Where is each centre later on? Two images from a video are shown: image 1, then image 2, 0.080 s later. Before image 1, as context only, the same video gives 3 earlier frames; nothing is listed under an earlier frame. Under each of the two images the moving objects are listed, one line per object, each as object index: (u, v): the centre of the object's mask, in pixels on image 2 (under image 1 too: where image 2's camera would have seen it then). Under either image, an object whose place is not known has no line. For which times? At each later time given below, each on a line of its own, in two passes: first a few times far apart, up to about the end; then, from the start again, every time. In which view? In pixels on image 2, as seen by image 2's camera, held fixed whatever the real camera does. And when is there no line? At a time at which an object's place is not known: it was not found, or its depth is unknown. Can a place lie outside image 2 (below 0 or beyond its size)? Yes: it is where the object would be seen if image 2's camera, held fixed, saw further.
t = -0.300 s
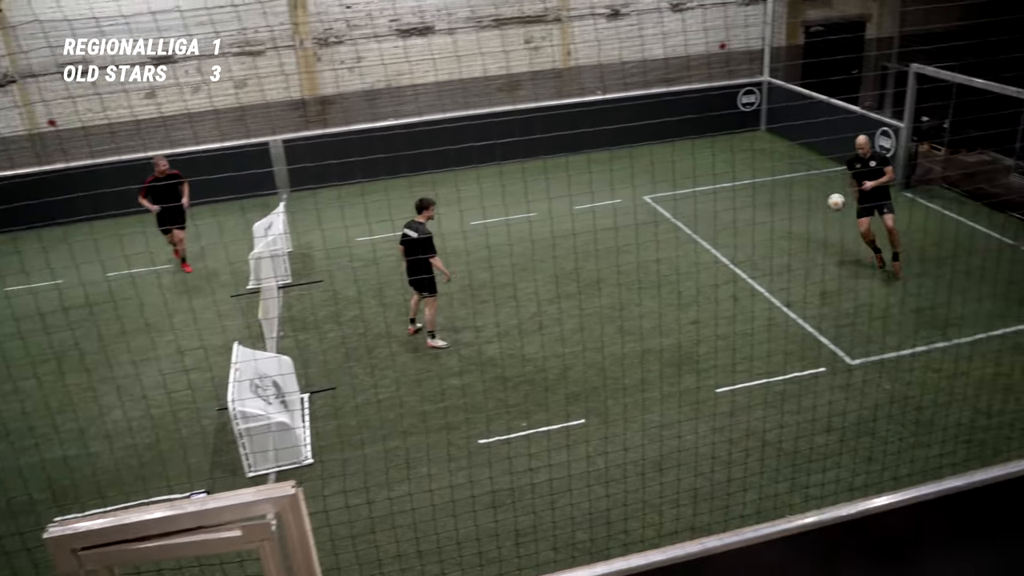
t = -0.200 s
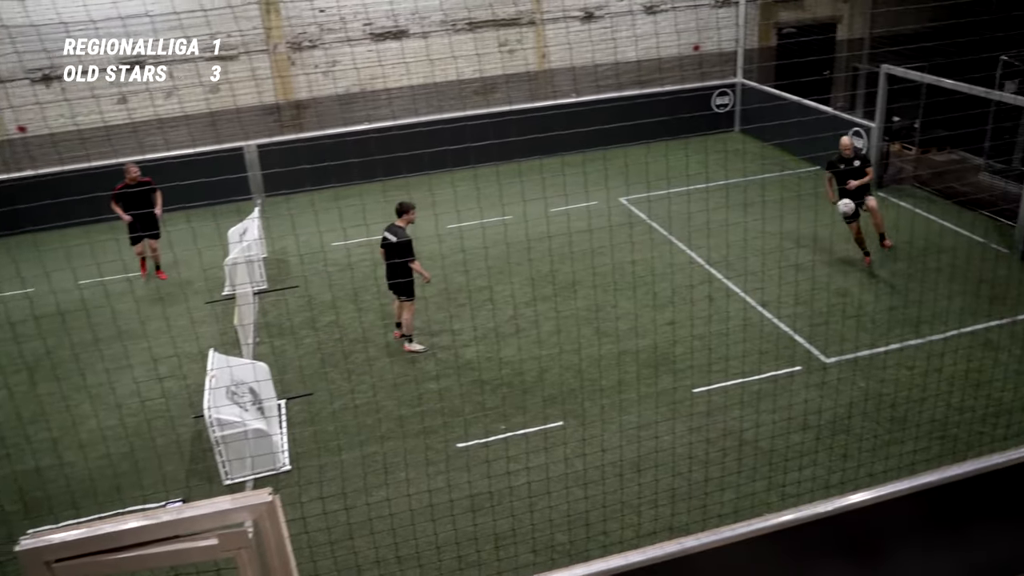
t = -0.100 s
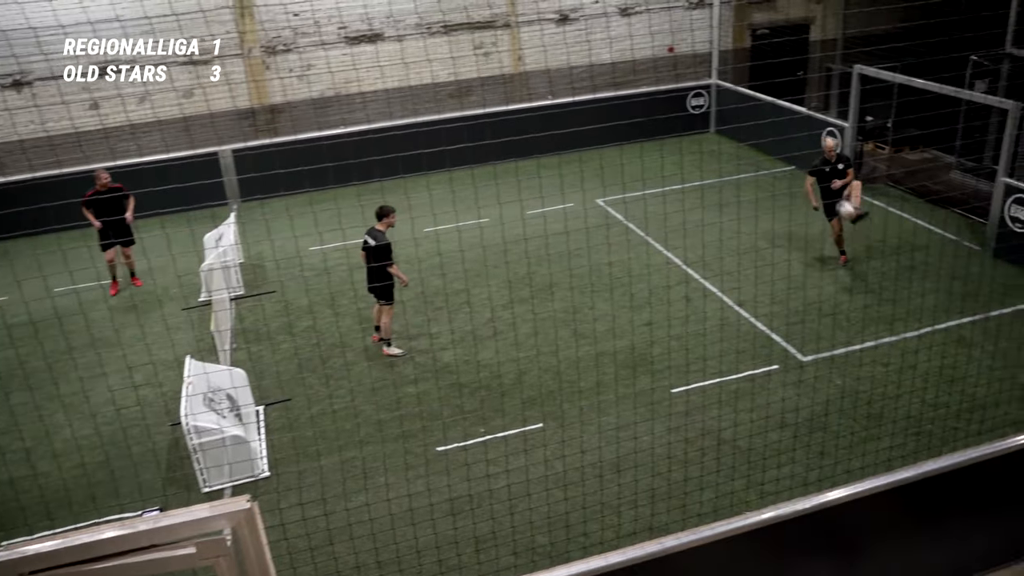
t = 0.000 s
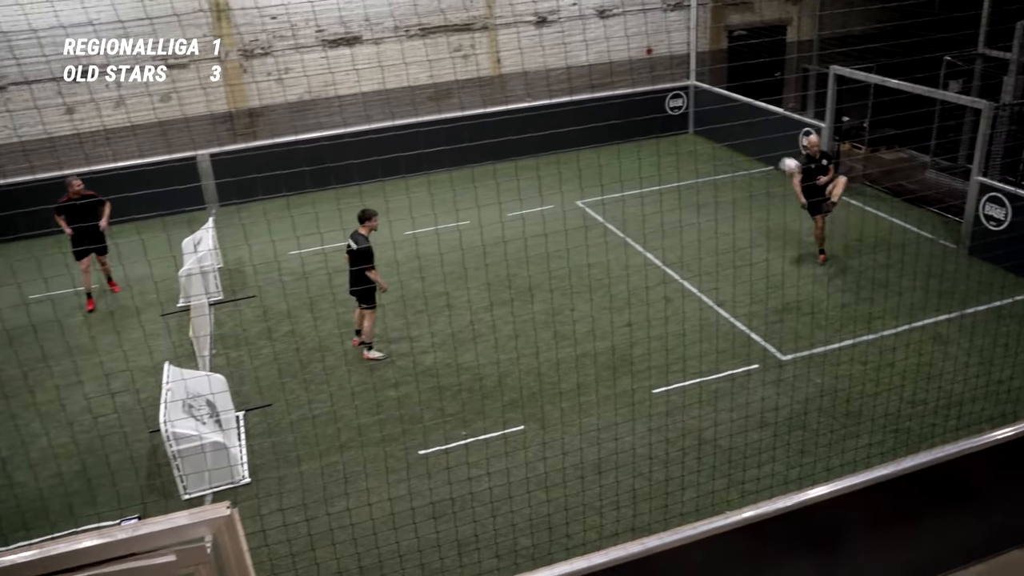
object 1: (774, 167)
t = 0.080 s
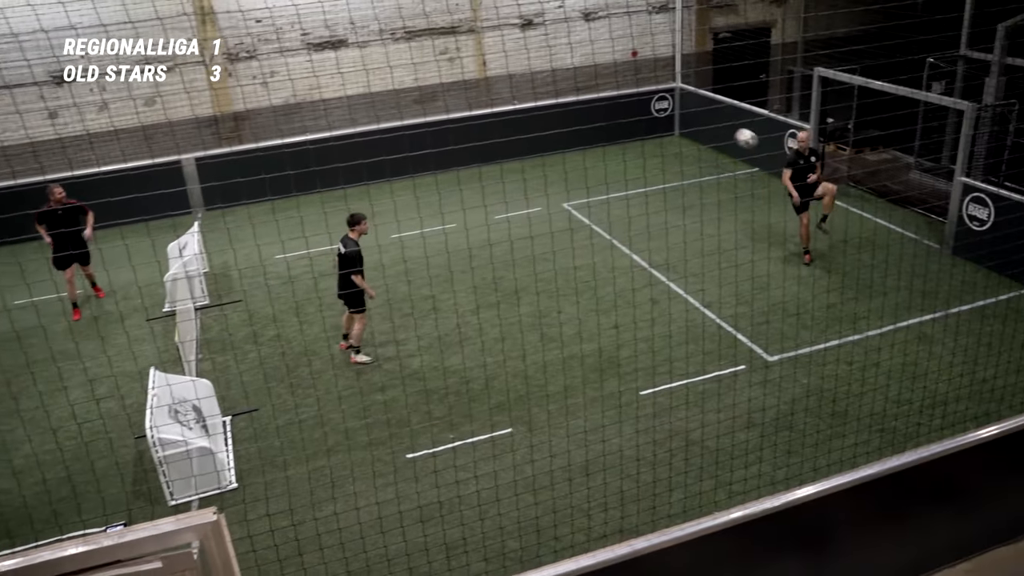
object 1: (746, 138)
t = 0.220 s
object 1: (690, 95)
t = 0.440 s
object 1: (589, 58)
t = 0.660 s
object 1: (484, 66)
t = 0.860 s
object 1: (388, 113)
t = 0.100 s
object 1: (738, 131)
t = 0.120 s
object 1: (730, 125)
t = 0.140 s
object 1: (722, 118)
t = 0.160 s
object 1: (714, 112)
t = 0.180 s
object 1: (706, 106)
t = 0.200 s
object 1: (697, 100)
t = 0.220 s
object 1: (690, 95)
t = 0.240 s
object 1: (680, 90)
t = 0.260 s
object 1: (672, 85)
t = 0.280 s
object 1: (663, 80)
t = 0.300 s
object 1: (654, 77)
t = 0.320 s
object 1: (646, 73)
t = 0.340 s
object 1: (636, 69)
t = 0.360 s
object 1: (627, 66)
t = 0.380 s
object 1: (618, 64)
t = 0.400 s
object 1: (610, 62)
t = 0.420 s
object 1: (600, 60)
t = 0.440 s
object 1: (589, 58)
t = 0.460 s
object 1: (580, 57)
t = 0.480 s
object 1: (570, 56)
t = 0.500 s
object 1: (560, 56)
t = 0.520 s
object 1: (552, 56)
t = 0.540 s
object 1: (542, 56)
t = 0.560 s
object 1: (533, 56)
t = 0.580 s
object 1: (523, 58)
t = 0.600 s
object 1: (514, 59)
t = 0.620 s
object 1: (504, 61)
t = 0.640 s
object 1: (494, 63)
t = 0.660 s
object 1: (484, 66)
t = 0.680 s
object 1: (474, 68)
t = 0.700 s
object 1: (464, 71)
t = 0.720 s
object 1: (453, 74)
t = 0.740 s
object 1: (445, 79)
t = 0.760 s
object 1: (435, 84)
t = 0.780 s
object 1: (426, 89)
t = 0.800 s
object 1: (417, 94)
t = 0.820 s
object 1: (408, 100)
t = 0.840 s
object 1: (397, 106)
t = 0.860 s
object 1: (388, 113)
